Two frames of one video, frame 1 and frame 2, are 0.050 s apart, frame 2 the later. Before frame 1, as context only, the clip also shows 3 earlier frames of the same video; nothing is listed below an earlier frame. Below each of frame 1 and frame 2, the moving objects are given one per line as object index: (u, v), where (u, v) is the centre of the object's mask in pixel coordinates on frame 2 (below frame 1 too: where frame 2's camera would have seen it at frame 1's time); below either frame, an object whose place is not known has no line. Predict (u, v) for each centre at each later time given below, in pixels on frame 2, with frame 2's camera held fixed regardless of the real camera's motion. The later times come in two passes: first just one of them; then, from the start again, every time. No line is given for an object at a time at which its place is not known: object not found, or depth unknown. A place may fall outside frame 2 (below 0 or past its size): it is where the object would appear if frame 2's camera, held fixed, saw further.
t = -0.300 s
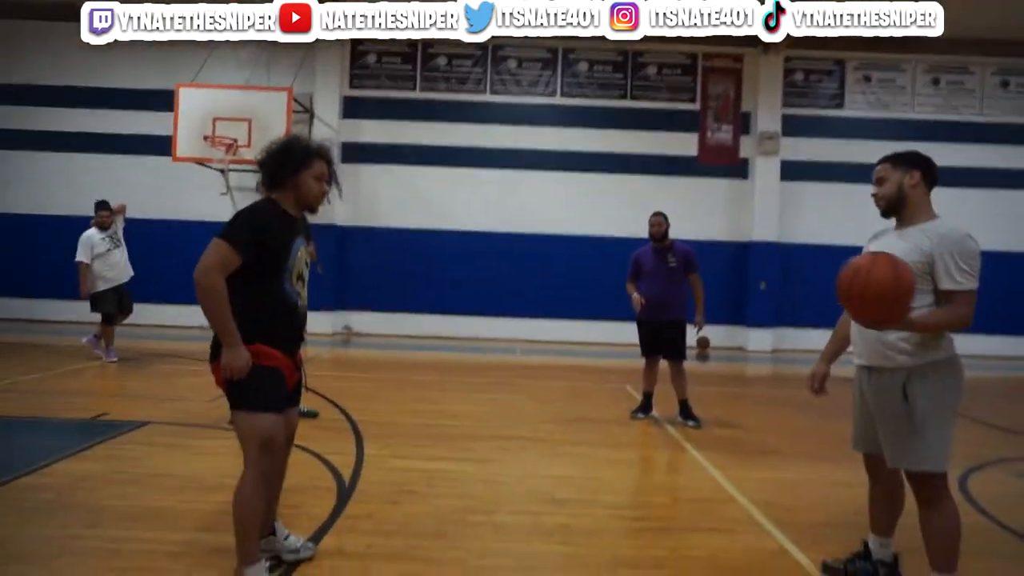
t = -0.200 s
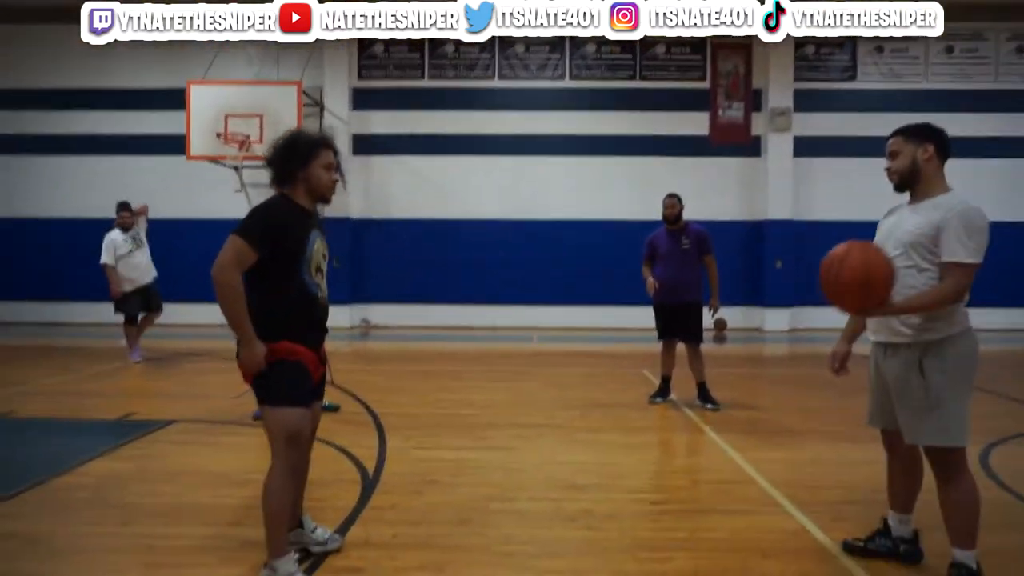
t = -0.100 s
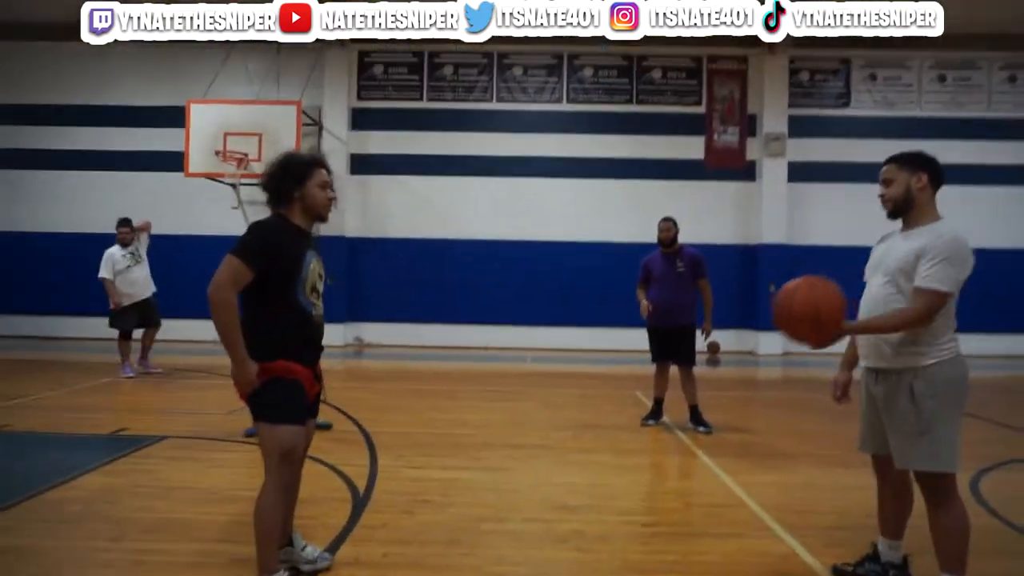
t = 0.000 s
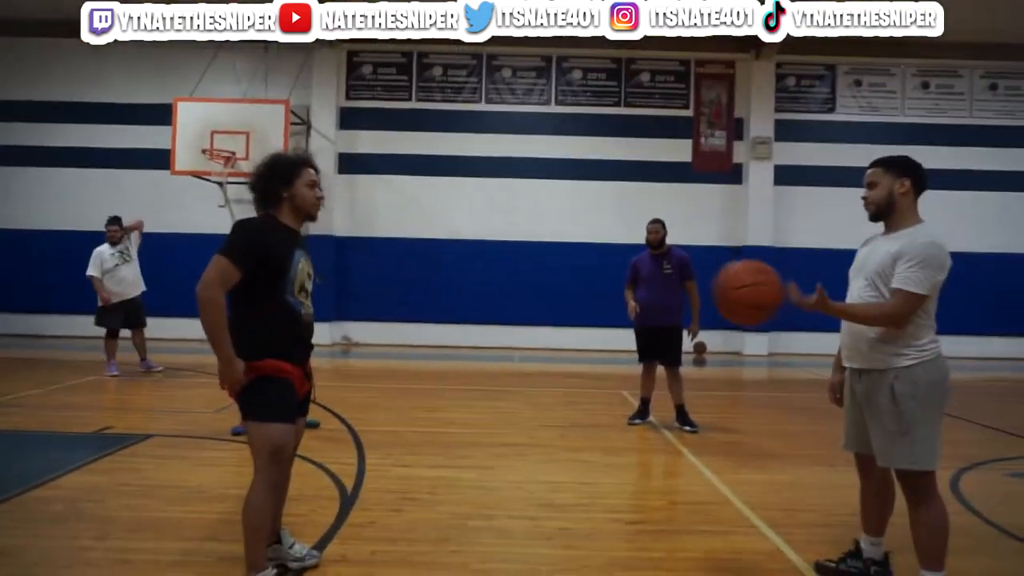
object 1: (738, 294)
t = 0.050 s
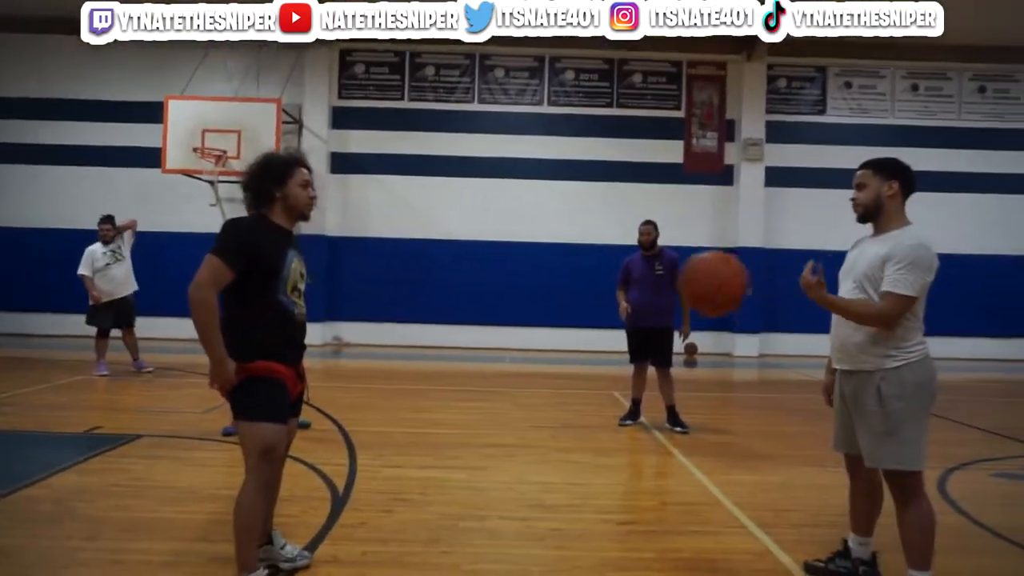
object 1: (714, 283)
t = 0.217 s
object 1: (628, 295)
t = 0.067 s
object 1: (705, 281)
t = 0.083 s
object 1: (696, 280)
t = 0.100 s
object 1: (687, 279)
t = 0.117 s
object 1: (679, 279)
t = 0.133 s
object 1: (670, 280)
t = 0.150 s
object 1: (662, 282)
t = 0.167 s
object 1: (653, 284)
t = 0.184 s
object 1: (646, 288)
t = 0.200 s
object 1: (637, 291)
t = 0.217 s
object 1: (628, 295)
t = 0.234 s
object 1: (620, 300)
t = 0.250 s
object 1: (612, 306)
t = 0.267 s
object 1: (603, 312)
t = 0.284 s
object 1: (595, 320)
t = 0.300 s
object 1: (587, 328)
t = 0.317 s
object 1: (578, 337)
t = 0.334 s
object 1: (569, 348)
